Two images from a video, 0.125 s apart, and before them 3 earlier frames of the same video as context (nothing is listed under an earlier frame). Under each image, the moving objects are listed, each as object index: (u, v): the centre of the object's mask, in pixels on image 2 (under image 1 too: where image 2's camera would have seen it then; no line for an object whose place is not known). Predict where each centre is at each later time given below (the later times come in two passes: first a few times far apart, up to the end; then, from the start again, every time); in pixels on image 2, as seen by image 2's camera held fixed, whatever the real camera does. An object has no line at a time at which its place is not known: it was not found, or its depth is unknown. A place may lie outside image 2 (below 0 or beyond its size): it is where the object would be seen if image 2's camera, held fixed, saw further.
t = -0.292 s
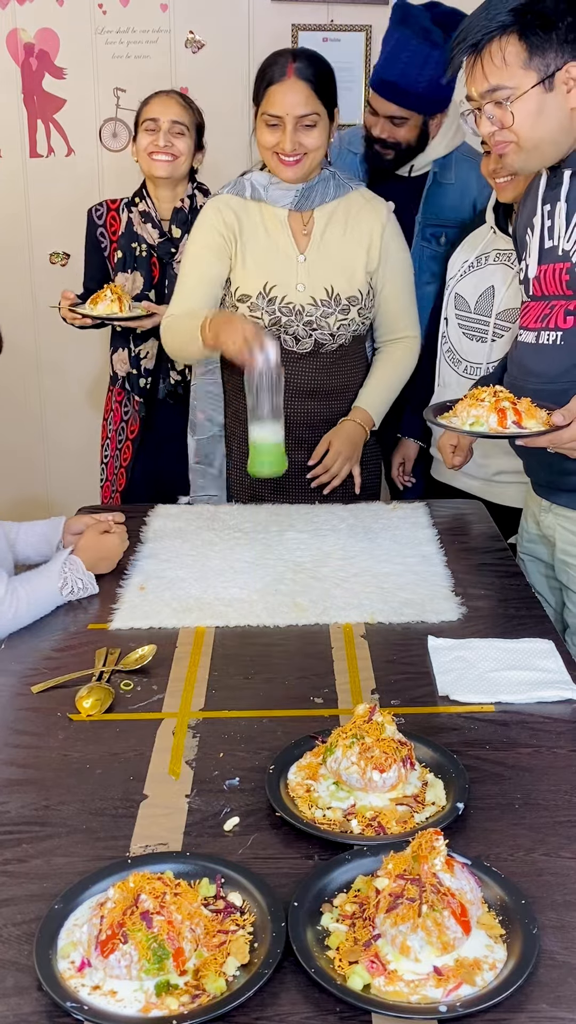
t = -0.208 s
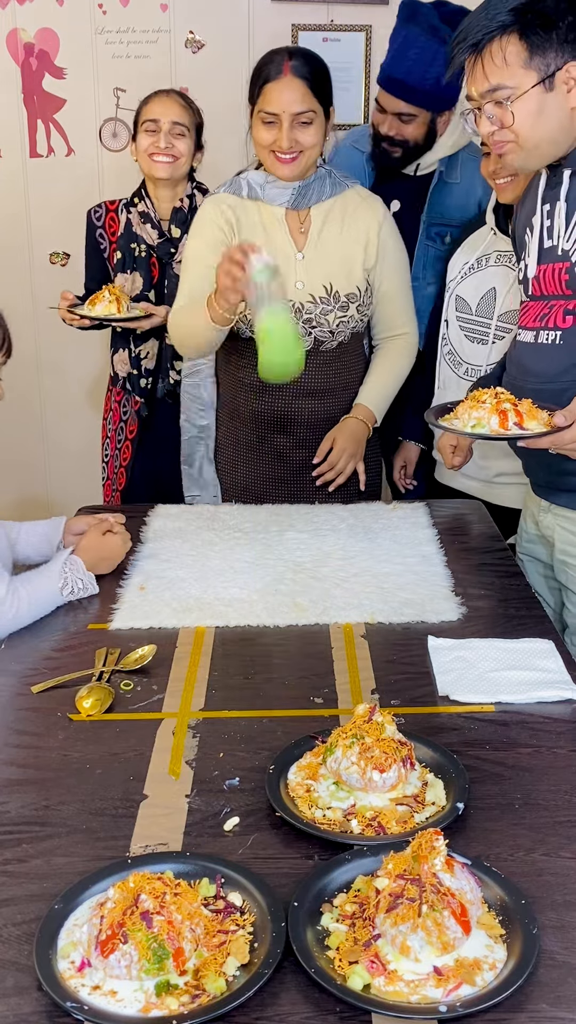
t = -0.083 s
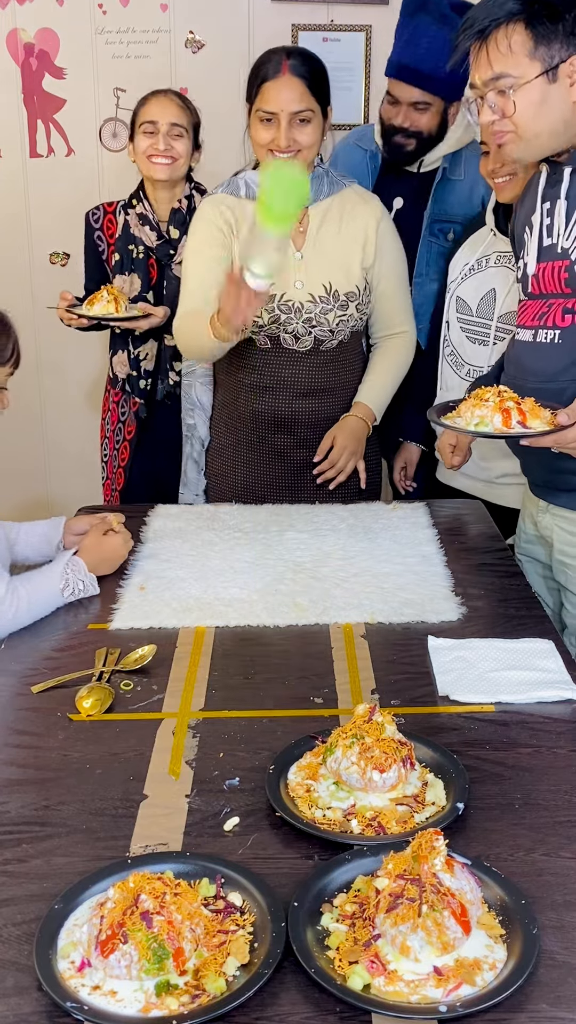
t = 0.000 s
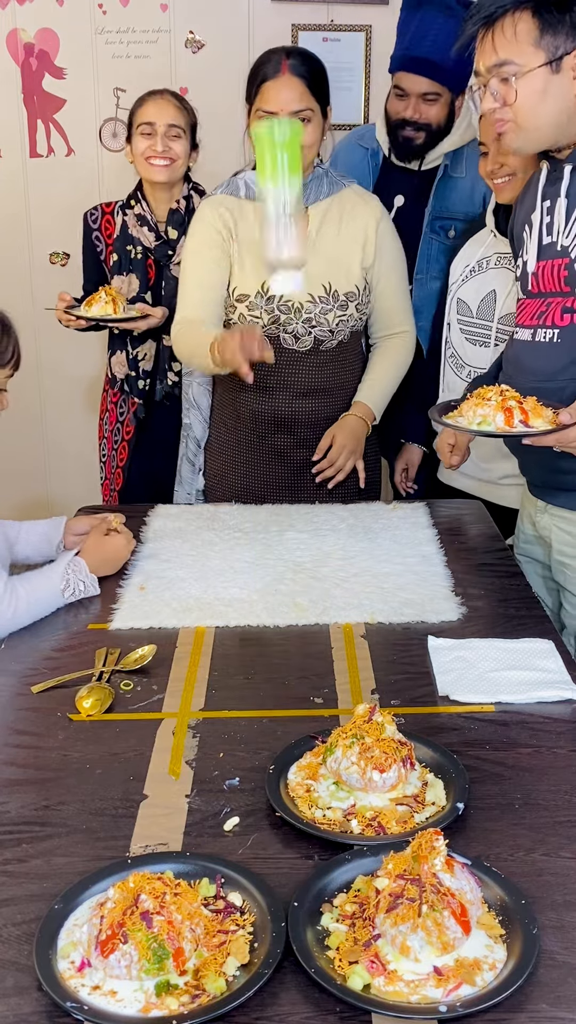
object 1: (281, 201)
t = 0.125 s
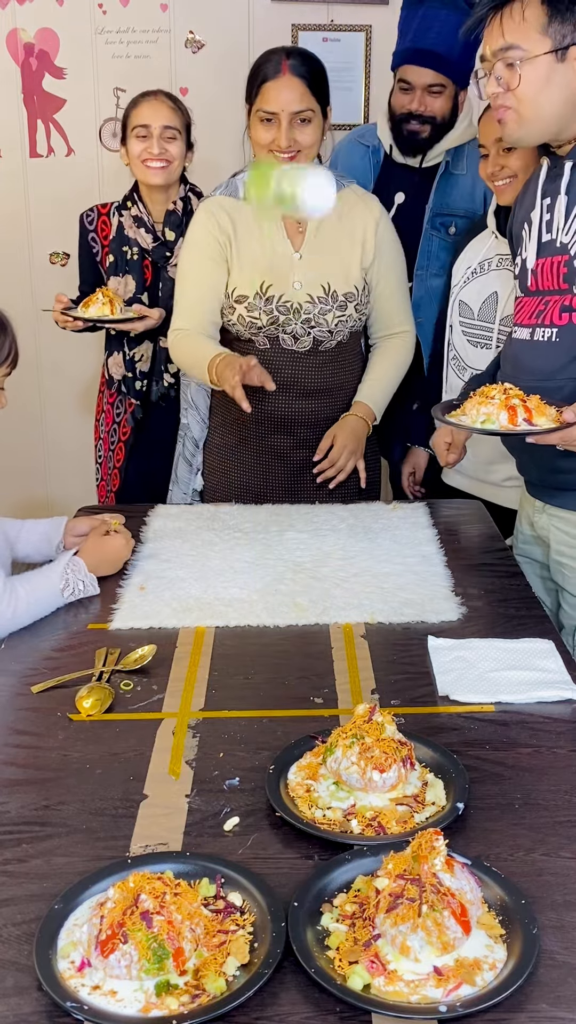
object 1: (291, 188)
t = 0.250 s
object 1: (285, 289)
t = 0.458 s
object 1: (273, 486)
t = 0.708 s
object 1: (248, 520)
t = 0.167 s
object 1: (292, 203)
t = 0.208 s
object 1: (288, 235)
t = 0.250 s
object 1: (285, 289)
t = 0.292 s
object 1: (283, 351)
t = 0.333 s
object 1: (282, 417)
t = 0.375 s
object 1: (280, 484)
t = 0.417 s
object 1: (276, 487)
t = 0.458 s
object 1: (273, 486)
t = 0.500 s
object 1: (269, 485)
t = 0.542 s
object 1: (265, 488)
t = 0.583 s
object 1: (261, 490)
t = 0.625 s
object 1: (256, 496)
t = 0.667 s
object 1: (251, 506)
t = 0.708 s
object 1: (248, 520)
